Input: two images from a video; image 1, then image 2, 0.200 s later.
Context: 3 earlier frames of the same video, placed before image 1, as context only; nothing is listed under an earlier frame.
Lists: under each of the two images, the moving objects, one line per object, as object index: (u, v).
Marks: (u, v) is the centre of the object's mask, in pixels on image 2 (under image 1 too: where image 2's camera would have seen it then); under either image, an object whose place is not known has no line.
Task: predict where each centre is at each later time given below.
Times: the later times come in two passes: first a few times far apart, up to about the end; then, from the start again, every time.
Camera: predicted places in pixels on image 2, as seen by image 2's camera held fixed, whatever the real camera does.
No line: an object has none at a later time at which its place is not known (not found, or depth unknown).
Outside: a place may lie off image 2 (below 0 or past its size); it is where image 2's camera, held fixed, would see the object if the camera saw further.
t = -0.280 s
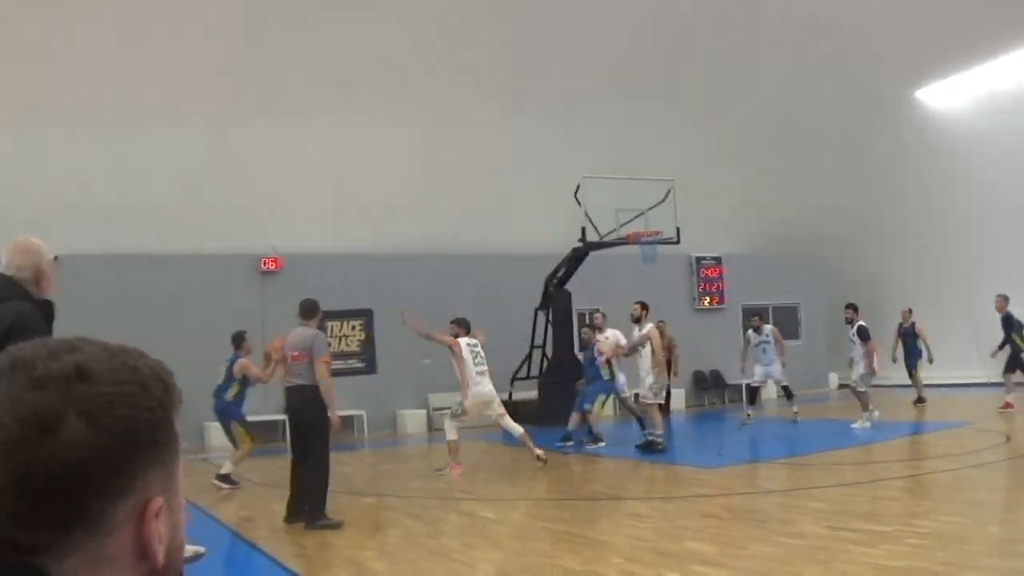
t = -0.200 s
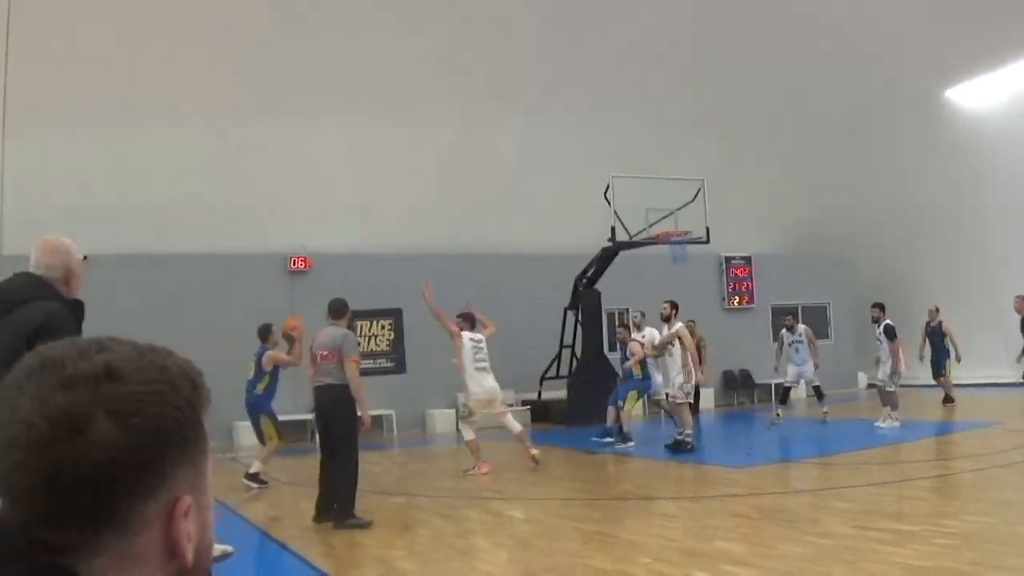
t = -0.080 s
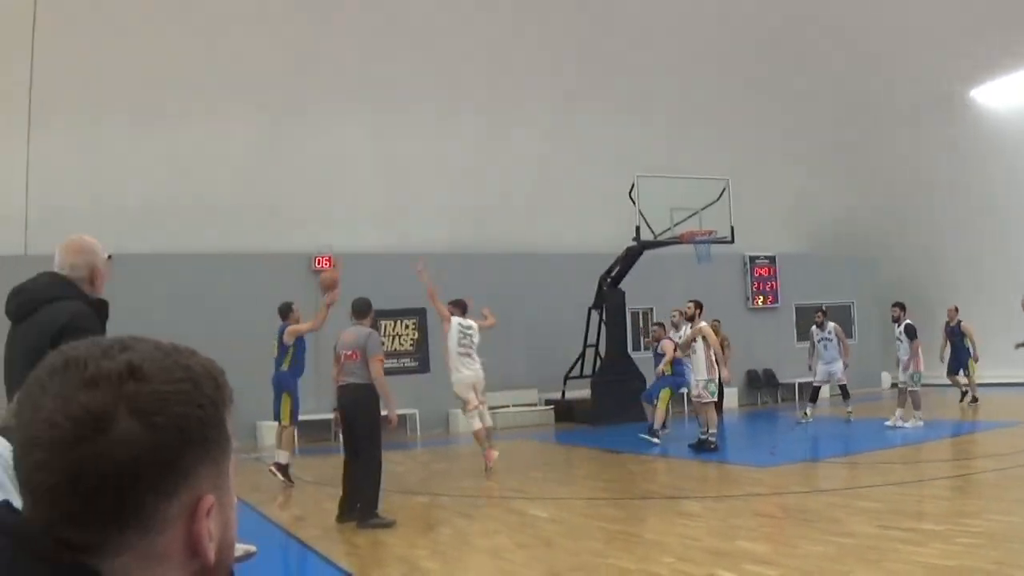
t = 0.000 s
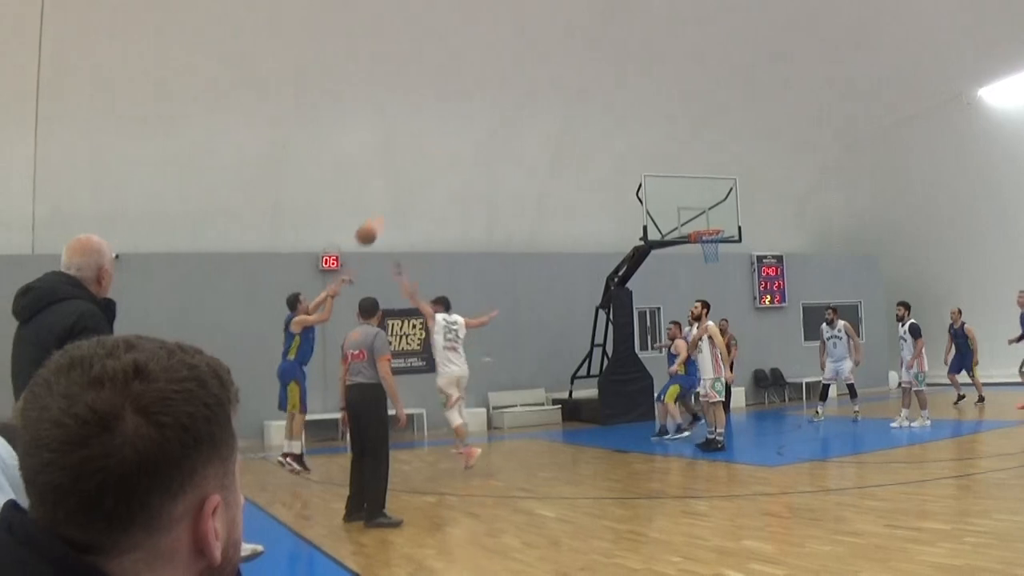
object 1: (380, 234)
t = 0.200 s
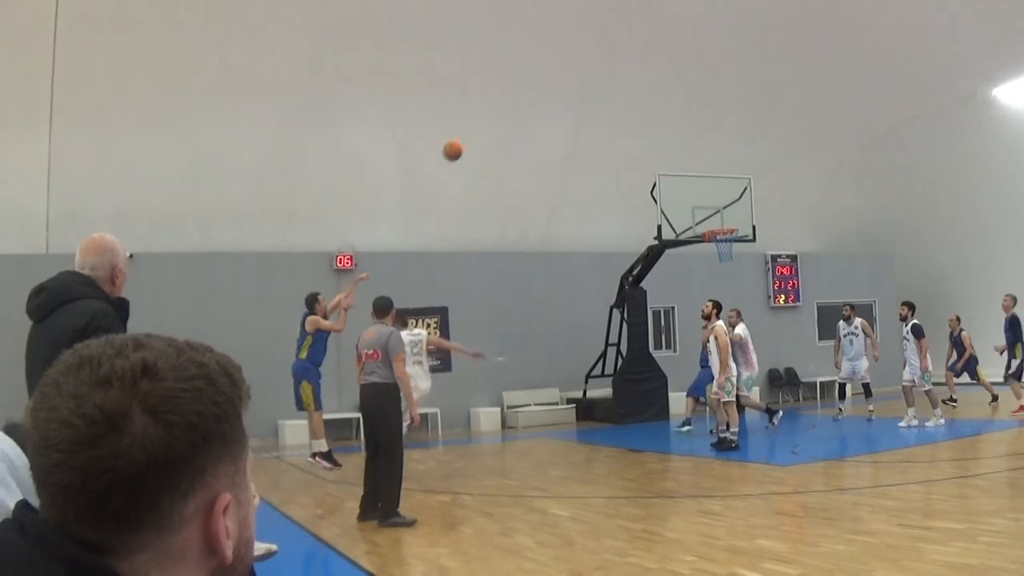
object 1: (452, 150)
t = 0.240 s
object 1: (466, 139)
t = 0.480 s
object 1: (541, 100)
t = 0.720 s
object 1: (608, 104)
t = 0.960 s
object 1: (669, 145)
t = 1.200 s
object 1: (724, 217)
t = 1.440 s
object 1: (689, 185)
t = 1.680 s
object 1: (644, 170)
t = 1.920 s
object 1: (600, 194)
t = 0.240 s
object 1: (466, 139)
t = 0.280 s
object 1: (480, 129)
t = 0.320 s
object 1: (492, 120)
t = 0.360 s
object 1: (505, 113)
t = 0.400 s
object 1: (517, 107)
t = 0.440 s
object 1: (529, 102)
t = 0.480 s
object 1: (541, 100)
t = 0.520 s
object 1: (553, 98)
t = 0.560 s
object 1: (565, 96)
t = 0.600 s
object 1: (576, 97)
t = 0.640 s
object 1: (587, 98)
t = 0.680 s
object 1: (597, 101)
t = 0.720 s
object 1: (608, 104)
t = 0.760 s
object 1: (619, 109)
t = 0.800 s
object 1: (629, 115)
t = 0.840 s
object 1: (639, 121)
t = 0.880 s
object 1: (649, 128)
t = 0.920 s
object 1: (659, 137)
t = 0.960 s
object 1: (669, 145)
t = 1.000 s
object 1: (678, 155)
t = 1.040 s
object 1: (688, 166)
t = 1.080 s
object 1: (697, 178)
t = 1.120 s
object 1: (706, 190)
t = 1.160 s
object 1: (715, 204)
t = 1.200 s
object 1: (724, 217)
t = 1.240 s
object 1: (726, 222)
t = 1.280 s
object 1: (719, 213)
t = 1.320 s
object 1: (712, 205)
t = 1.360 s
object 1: (704, 197)
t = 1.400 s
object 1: (697, 190)
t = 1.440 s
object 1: (689, 185)
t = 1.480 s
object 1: (682, 179)
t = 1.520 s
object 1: (674, 176)
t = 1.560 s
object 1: (667, 173)
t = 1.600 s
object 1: (659, 171)
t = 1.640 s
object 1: (652, 171)
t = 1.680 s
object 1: (644, 170)
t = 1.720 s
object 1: (637, 172)
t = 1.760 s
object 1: (629, 174)
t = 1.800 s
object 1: (622, 178)
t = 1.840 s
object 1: (615, 182)
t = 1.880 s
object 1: (607, 188)
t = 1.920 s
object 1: (600, 194)
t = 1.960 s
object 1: (593, 202)
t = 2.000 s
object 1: (585, 211)
